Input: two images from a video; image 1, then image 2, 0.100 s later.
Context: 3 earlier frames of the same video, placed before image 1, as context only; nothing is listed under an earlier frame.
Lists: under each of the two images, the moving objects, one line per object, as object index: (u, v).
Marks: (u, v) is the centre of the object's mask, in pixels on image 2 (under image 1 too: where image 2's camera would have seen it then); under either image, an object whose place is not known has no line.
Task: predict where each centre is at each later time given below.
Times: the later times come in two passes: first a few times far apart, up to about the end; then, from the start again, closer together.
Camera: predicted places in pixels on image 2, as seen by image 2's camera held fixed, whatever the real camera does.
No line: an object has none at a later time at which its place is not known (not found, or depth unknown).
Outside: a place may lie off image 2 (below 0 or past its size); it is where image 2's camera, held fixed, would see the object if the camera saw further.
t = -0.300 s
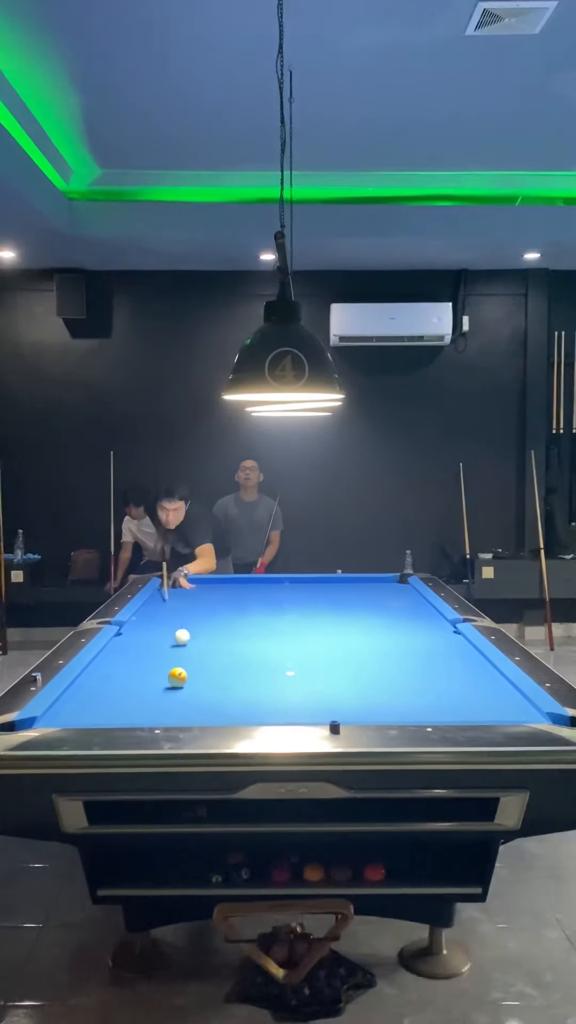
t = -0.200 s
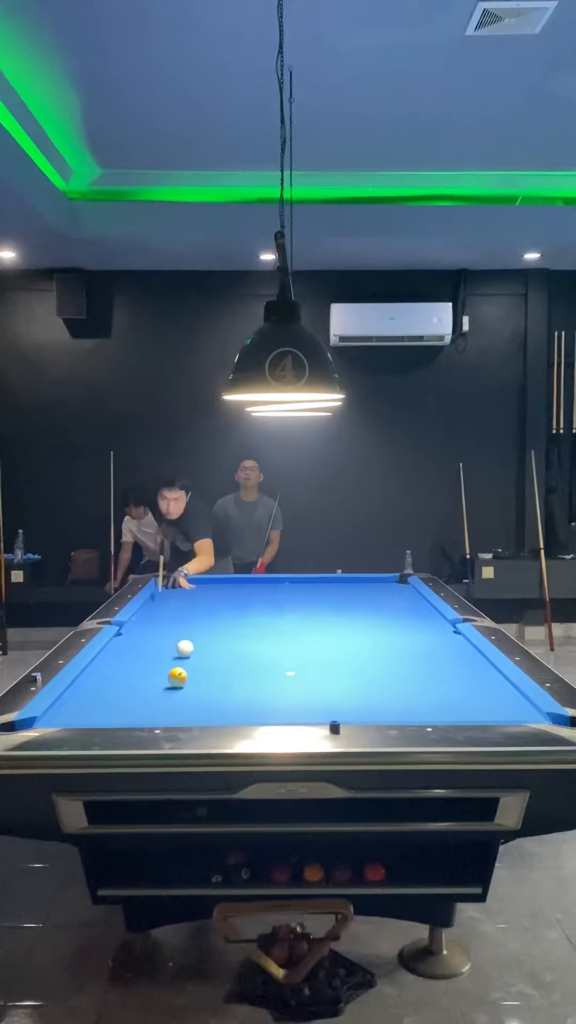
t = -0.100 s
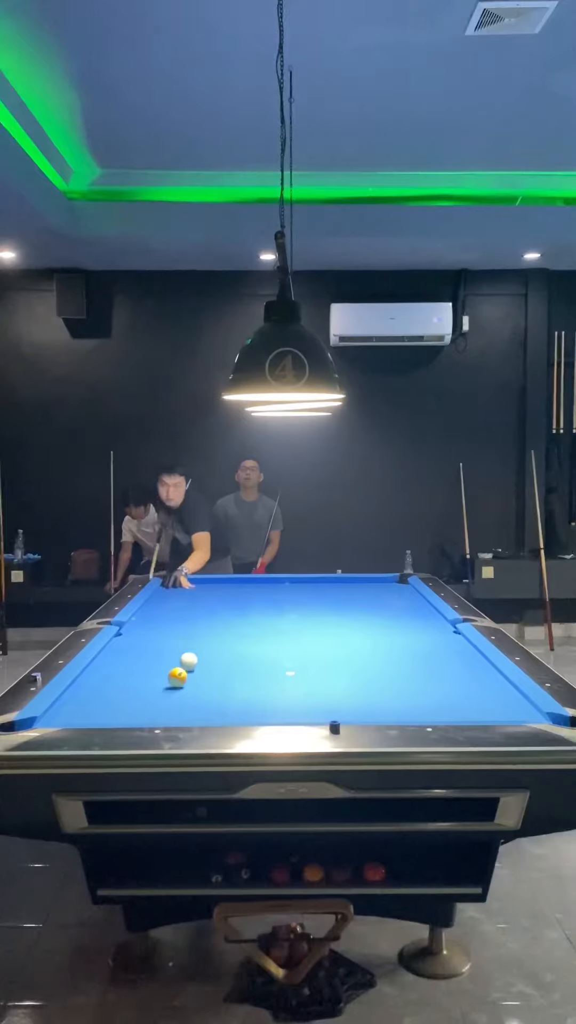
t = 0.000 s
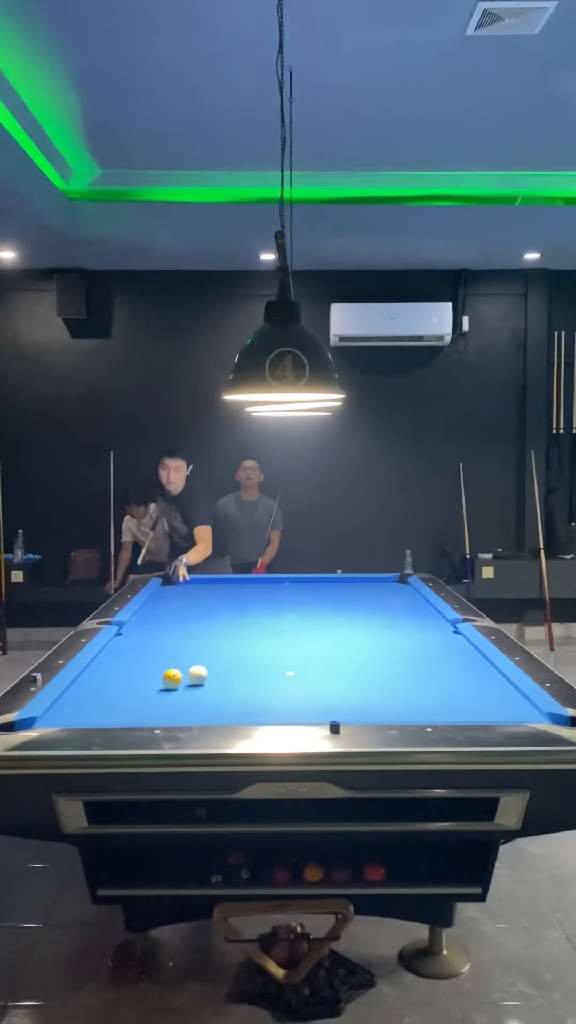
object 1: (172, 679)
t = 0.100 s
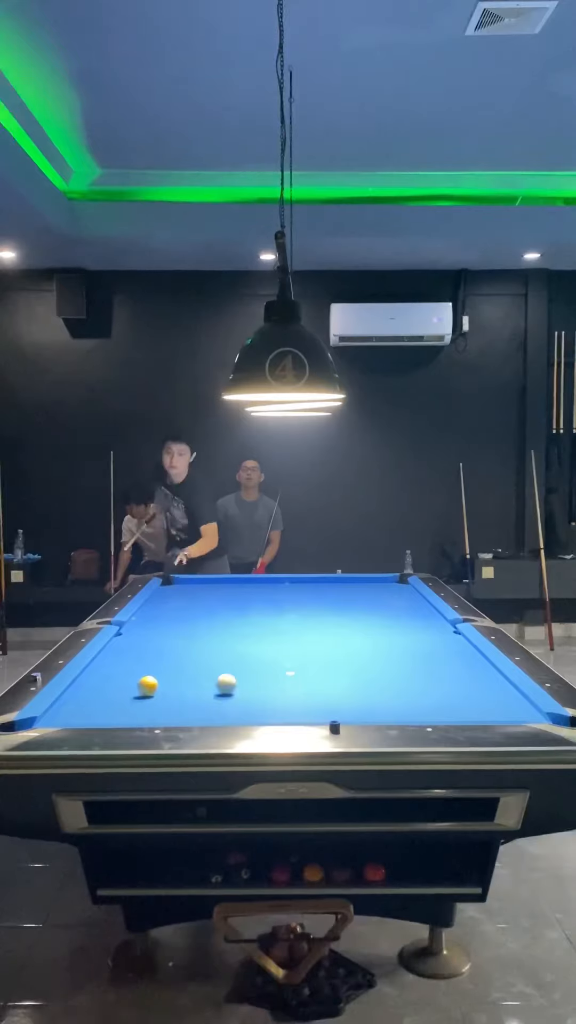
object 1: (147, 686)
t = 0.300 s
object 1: (105, 699)
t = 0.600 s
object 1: (58, 715)
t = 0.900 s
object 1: (79, 718)
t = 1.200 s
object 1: (105, 714)
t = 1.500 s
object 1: (127, 709)
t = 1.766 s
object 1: (144, 704)
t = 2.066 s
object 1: (161, 699)
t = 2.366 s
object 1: (174, 695)
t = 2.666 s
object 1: (186, 692)
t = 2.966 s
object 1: (194, 690)
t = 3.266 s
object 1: (201, 688)
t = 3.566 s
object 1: (205, 687)
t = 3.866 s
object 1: (207, 687)
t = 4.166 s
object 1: (208, 687)
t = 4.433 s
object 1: (208, 687)
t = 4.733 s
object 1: (208, 687)
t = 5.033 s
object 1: (208, 687)
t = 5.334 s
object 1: (208, 687)
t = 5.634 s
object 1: (208, 687)
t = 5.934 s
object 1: (208, 687)
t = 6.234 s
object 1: (208, 687)
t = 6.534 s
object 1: (208, 687)
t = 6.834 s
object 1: (208, 687)
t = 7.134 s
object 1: (208, 687)
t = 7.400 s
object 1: (208, 687)
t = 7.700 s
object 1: (208, 687)
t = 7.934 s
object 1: (208, 687)
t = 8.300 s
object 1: (208, 688)
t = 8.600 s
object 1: (208, 687)
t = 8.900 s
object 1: (208, 687)
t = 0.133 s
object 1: (141, 688)
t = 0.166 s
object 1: (134, 690)
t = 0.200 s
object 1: (127, 692)
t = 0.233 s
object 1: (120, 694)
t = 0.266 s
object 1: (112, 696)
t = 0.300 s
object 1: (105, 699)
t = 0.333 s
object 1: (98, 701)
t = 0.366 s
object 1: (90, 703)
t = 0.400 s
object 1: (83, 705)
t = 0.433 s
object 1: (75, 707)
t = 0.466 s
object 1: (68, 710)
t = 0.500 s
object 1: (60, 711)
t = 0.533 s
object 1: (55, 713)
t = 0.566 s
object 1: (57, 715)
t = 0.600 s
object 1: (58, 715)
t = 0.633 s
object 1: (60, 716)
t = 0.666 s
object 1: (62, 717)
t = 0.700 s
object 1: (64, 718)
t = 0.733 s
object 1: (65, 719)
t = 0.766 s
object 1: (68, 719)
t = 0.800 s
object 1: (70, 720)
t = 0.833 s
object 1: (73, 719)
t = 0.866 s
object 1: (76, 719)
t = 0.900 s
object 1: (79, 718)
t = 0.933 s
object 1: (82, 717)
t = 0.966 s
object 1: (85, 717)
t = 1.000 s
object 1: (88, 716)
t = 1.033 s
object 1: (91, 716)
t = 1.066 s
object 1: (94, 715)
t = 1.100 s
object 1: (97, 715)
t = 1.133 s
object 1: (99, 715)
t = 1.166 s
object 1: (102, 714)
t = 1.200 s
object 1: (105, 714)
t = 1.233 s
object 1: (107, 713)
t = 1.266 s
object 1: (110, 713)
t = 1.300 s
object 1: (113, 712)
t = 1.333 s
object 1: (115, 712)
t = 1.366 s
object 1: (118, 711)
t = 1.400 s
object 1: (120, 711)
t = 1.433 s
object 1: (122, 710)
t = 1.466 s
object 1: (125, 709)
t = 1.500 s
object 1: (127, 709)
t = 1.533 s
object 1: (129, 708)
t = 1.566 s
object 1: (131, 707)
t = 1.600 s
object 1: (133, 707)
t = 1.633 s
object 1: (136, 706)
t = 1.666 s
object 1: (138, 706)
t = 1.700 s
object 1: (140, 705)
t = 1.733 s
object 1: (142, 704)
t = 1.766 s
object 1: (144, 704)
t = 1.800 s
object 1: (146, 703)
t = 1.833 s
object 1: (148, 703)
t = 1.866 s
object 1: (150, 702)
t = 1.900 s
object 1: (152, 702)
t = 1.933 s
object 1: (154, 701)
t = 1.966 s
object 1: (155, 701)
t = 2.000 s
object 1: (157, 700)
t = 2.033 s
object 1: (159, 700)
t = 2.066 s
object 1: (161, 699)
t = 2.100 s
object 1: (162, 699)
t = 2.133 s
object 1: (164, 698)
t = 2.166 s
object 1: (165, 698)
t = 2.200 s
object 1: (167, 697)
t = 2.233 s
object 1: (168, 697)
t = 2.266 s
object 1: (170, 697)
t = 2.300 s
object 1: (172, 696)
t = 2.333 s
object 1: (173, 696)
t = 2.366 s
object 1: (174, 695)
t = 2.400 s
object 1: (176, 695)
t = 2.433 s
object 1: (177, 695)
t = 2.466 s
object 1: (178, 694)
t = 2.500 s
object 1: (180, 694)
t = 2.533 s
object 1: (181, 693)
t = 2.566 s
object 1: (182, 693)
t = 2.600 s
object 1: (183, 693)
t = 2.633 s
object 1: (184, 693)
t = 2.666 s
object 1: (186, 692)
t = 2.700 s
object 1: (187, 692)
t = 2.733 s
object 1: (188, 692)
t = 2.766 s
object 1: (189, 691)
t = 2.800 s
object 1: (190, 691)
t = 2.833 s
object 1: (191, 691)
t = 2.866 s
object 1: (192, 691)
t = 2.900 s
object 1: (193, 690)
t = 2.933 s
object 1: (194, 690)
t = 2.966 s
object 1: (194, 690)
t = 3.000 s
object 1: (195, 690)
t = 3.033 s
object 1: (196, 690)
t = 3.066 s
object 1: (197, 689)
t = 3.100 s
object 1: (198, 689)
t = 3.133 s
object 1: (198, 689)
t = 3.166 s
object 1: (199, 689)
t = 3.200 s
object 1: (200, 689)
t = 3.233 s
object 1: (200, 688)
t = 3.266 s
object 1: (201, 688)
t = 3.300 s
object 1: (202, 688)
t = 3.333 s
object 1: (202, 688)
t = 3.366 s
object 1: (203, 688)
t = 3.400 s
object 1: (203, 688)
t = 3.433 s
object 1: (204, 688)
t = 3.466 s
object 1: (204, 688)
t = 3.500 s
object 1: (205, 688)
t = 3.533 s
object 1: (205, 688)
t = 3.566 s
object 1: (205, 687)
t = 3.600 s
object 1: (206, 687)
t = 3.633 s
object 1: (206, 687)
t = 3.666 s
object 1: (206, 687)
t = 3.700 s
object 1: (207, 687)
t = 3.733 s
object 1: (207, 687)
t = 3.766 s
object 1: (207, 687)
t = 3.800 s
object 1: (207, 687)
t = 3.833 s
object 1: (207, 687)
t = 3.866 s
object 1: (207, 687)
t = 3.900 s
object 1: (207, 687)
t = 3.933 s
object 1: (208, 687)
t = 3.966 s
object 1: (208, 687)
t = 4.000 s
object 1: (208, 687)
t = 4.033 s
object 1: (208, 687)
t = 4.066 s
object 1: (208, 687)
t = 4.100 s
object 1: (208, 687)
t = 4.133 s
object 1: (208, 687)
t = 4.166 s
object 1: (208, 687)
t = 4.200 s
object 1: (208, 687)
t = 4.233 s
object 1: (208, 687)
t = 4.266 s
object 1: (208, 687)
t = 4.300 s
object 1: (208, 687)
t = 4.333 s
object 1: (208, 687)
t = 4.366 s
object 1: (208, 687)
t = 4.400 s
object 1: (208, 687)
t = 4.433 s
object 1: (208, 687)
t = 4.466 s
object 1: (208, 687)
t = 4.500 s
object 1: (208, 687)
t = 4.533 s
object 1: (208, 687)
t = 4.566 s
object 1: (208, 687)
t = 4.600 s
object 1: (208, 687)
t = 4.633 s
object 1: (208, 687)
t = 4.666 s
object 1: (208, 687)
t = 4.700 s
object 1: (208, 687)
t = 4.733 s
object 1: (208, 687)
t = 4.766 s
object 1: (208, 687)
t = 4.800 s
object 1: (208, 687)
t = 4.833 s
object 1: (208, 687)
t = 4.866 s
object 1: (208, 687)
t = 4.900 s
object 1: (208, 687)
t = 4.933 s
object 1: (208, 687)
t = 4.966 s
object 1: (208, 687)
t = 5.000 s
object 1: (208, 687)
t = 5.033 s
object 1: (208, 687)
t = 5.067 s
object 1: (208, 687)
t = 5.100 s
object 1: (208, 687)
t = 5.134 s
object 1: (208, 687)
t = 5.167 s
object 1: (208, 687)
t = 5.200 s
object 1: (208, 687)
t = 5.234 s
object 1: (208, 687)
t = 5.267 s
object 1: (208, 687)
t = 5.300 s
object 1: (208, 687)
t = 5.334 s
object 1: (208, 687)
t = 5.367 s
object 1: (208, 687)
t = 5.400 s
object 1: (208, 687)
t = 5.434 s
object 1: (208, 687)
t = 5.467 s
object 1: (208, 687)
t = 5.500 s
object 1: (208, 687)
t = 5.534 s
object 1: (208, 687)
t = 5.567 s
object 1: (208, 687)
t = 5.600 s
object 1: (208, 687)
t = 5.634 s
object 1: (208, 687)
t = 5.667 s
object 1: (208, 687)
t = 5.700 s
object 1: (208, 687)
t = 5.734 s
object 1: (208, 687)
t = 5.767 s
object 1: (208, 687)
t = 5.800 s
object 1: (208, 687)
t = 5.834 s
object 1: (208, 687)
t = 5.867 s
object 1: (208, 687)
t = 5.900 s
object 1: (208, 687)
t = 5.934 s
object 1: (208, 687)
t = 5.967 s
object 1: (208, 687)
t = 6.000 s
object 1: (208, 687)
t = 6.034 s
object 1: (208, 687)
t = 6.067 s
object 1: (208, 687)
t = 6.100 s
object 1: (208, 687)
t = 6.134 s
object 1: (208, 687)
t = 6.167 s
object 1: (208, 687)
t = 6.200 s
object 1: (208, 687)
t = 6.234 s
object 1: (208, 687)
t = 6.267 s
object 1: (208, 687)
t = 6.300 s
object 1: (208, 687)
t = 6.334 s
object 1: (208, 687)
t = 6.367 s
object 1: (208, 687)
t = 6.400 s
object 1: (208, 687)
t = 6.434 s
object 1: (208, 687)
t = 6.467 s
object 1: (208, 687)
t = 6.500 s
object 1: (208, 687)
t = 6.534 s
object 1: (208, 687)
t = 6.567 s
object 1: (208, 687)
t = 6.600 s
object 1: (208, 687)
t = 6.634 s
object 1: (208, 687)
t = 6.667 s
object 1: (208, 687)
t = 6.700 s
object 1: (208, 687)
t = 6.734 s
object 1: (208, 687)
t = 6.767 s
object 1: (208, 687)
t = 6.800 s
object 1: (208, 687)
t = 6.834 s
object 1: (208, 687)
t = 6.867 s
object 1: (208, 687)
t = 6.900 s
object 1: (208, 687)
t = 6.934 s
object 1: (208, 687)
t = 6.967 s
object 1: (208, 687)
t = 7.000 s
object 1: (208, 687)
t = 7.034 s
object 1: (208, 687)
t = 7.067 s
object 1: (208, 687)
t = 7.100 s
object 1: (208, 687)
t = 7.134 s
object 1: (208, 687)
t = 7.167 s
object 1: (208, 687)
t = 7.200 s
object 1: (208, 687)
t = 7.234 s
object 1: (208, 687)
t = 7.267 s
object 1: (208, 687)
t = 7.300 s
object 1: (208, 687)
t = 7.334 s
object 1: (208, 687)
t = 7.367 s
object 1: (208, 687)
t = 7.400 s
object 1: (208, 687)
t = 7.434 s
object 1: (208, 687)
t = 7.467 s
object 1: (208, 687)
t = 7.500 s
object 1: (208, 687)
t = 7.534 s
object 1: (208, 687)
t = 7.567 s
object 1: (208, 687)
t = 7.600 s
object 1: (208, 687)
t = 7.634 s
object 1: (208, 687)
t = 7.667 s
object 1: (208, 687)
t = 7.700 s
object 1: (208, 687)
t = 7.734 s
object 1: (208, 687)
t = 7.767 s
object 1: (208, 687)
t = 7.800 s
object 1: (208, 687)
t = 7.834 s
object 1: (207, 686)
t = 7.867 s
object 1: (208, 687)
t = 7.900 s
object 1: (208, 687)
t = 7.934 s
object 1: (208, 687)
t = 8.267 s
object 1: (208, 688)
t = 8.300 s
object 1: (208, 688)
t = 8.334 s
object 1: (208, 687)
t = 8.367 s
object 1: (204, 687)
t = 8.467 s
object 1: (208, 687)
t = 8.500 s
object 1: (208, 687)
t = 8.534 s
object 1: (208, 687)
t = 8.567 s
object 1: (208, 687)
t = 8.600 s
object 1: (208, 687)
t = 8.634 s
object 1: (208, 687)
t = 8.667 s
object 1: (208, 687)
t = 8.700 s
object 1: (208, 687)
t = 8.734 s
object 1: (208, 687)
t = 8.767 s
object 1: (208, 687)
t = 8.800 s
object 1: (208, 687)
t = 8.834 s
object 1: (208, 687)
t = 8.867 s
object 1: (208, 687)
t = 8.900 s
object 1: (208, 687)
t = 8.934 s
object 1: (208, 687)
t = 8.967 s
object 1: (208, 687)
